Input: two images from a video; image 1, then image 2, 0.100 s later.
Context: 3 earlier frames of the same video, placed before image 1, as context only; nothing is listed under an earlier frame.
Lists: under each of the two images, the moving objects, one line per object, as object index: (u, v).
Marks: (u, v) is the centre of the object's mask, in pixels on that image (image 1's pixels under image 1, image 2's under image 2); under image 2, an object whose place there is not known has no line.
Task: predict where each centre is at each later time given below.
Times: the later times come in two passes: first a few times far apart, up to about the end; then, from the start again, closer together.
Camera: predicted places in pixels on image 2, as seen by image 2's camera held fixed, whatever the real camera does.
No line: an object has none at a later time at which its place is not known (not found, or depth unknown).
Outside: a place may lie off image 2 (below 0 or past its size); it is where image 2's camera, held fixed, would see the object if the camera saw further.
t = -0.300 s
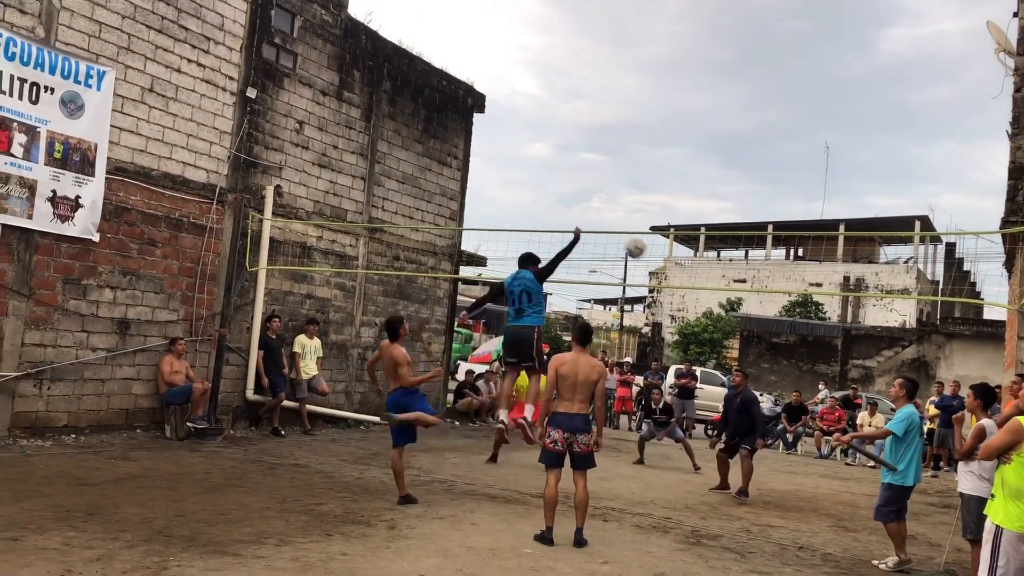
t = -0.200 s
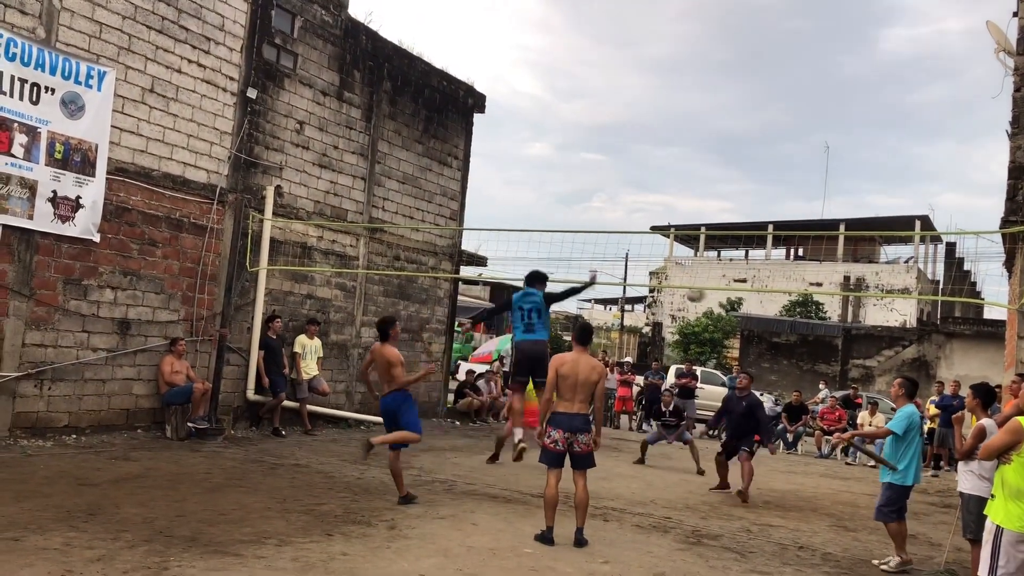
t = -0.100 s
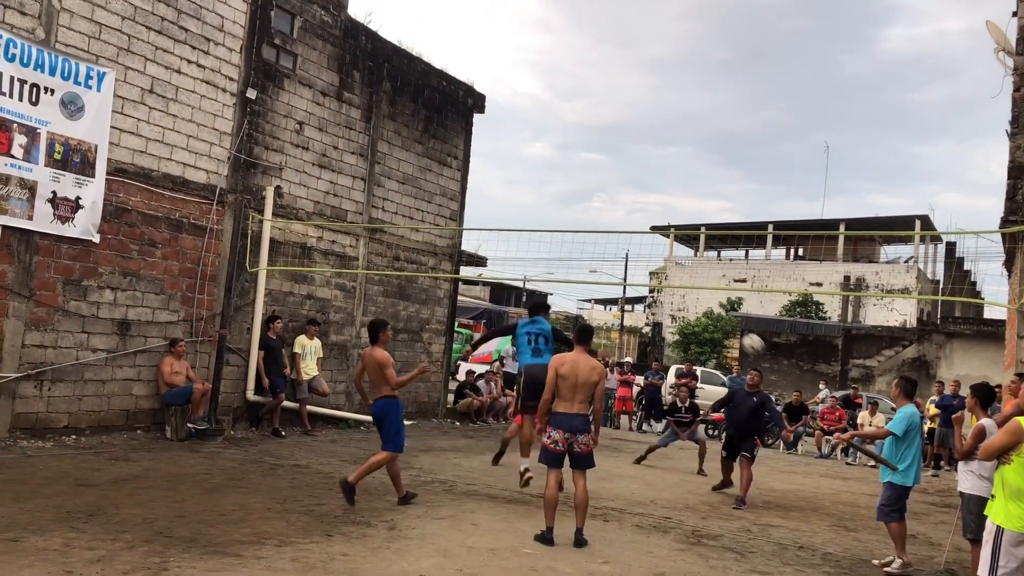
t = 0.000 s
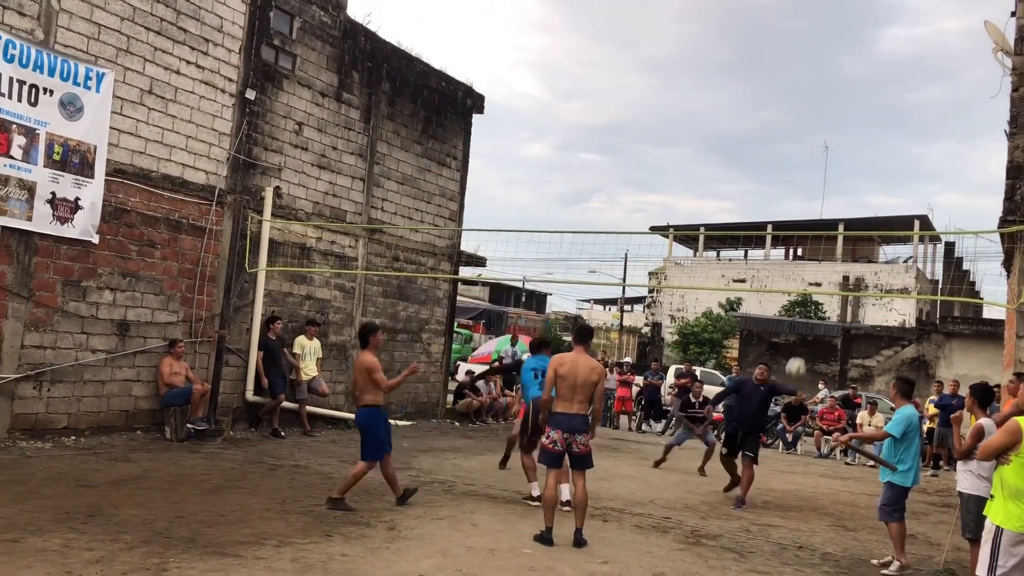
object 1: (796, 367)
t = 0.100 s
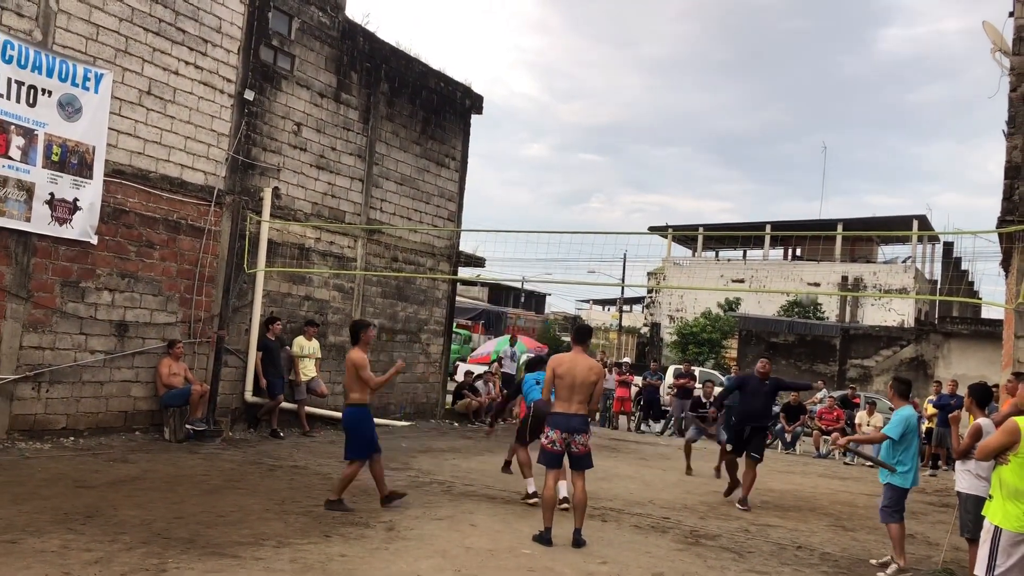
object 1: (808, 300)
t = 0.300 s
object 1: (831, 179)
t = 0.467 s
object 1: (848, 110)
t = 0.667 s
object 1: (866, 57)
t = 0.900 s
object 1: (885, 39)
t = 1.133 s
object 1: (899, 65)
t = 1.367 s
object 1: (911, 137)
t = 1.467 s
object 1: (916, 182)
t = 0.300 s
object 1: (831, 179)
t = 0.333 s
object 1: (835, 164)
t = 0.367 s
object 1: (838, 149)
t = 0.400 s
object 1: (842, 135)
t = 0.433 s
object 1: (845, 122)
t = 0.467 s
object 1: (848, 110)
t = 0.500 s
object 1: (851, 98)
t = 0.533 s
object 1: (855, 89)
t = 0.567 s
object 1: (858, 79)
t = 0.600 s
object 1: (861, 71)
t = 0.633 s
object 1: (863, 64)
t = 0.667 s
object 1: (866, 57)
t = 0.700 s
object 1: (869, 52)
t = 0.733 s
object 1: (872, 47)
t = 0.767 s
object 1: (874, 44)
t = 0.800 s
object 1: (877, 41)
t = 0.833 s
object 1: (880, 39)
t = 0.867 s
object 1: (882, 39)
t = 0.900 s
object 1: (885, 39)
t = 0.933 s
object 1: (887, 40)
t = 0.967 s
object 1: (889, 42)
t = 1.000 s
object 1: (891, 45)
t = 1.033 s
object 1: (893, 48)
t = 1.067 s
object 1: (895, 53)
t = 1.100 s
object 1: (897, 58)
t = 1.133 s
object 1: (899, 65)
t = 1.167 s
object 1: (901, 73)
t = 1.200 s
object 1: (903, 81)
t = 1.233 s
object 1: (904, 90)
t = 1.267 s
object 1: (906, 101)
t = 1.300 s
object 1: (908, 111)
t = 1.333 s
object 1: (910, 124)
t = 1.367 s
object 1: (911, 137)
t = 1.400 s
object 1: (913, 151)
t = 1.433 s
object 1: (914, 166)
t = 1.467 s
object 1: (916, 182)
